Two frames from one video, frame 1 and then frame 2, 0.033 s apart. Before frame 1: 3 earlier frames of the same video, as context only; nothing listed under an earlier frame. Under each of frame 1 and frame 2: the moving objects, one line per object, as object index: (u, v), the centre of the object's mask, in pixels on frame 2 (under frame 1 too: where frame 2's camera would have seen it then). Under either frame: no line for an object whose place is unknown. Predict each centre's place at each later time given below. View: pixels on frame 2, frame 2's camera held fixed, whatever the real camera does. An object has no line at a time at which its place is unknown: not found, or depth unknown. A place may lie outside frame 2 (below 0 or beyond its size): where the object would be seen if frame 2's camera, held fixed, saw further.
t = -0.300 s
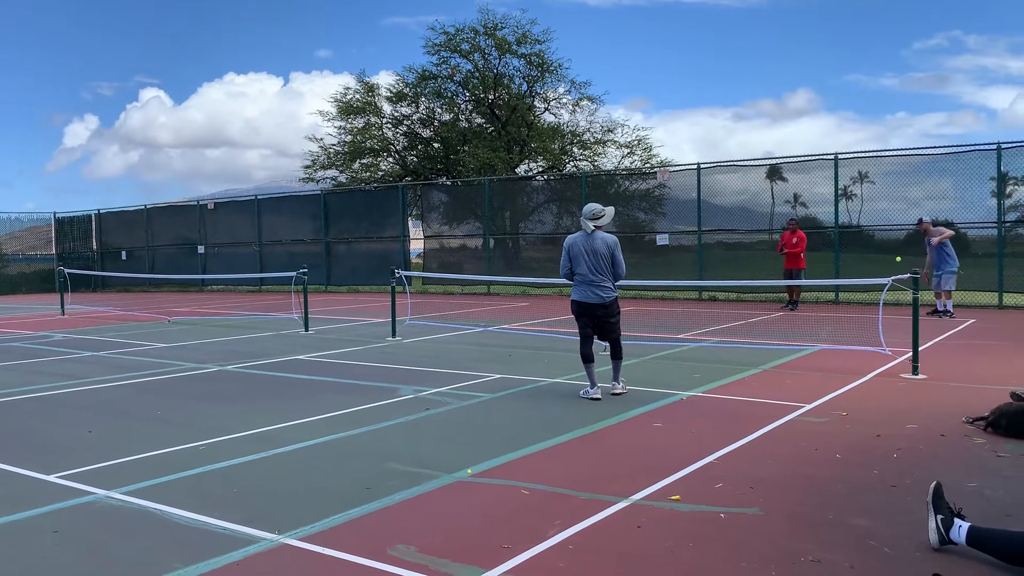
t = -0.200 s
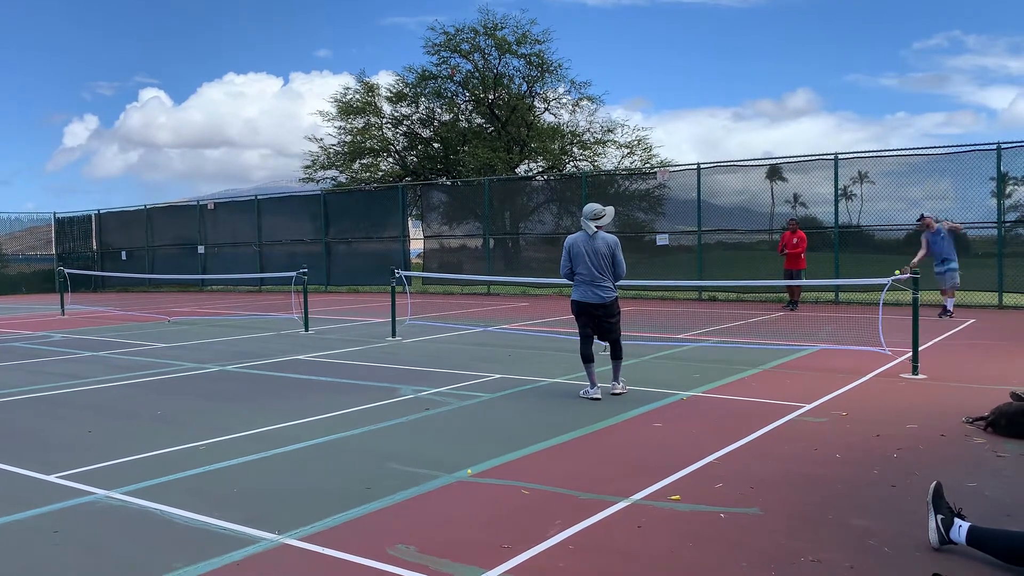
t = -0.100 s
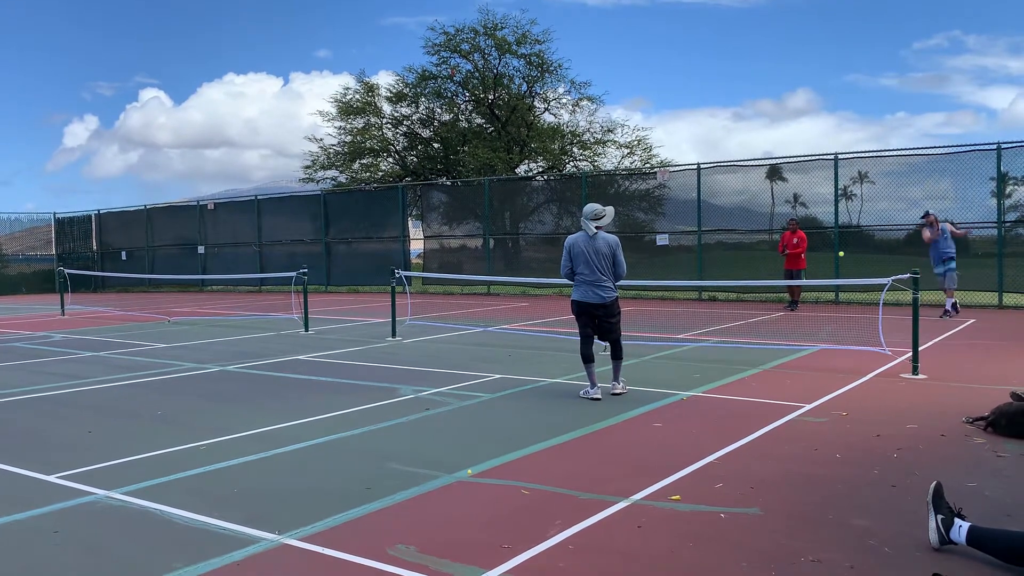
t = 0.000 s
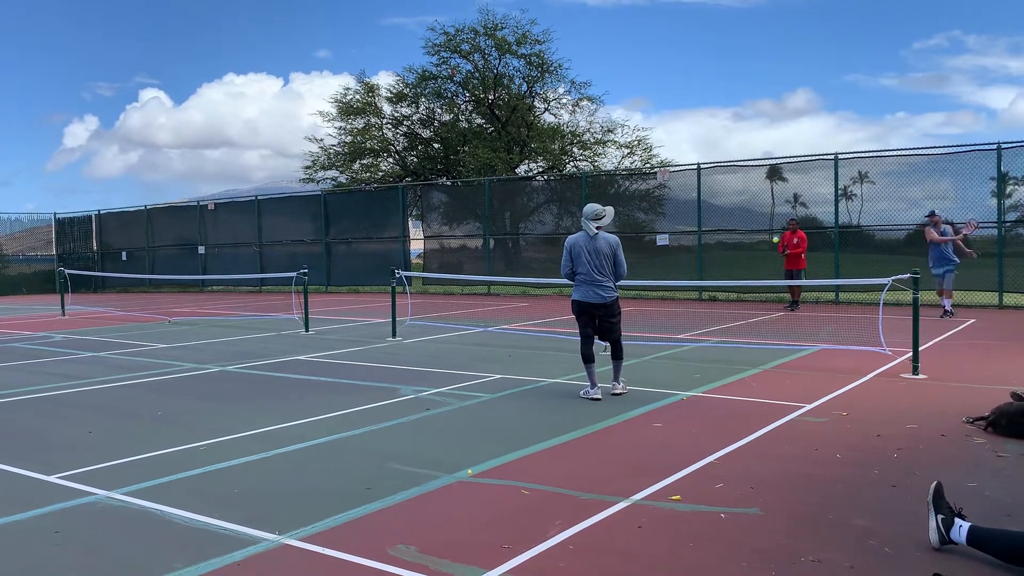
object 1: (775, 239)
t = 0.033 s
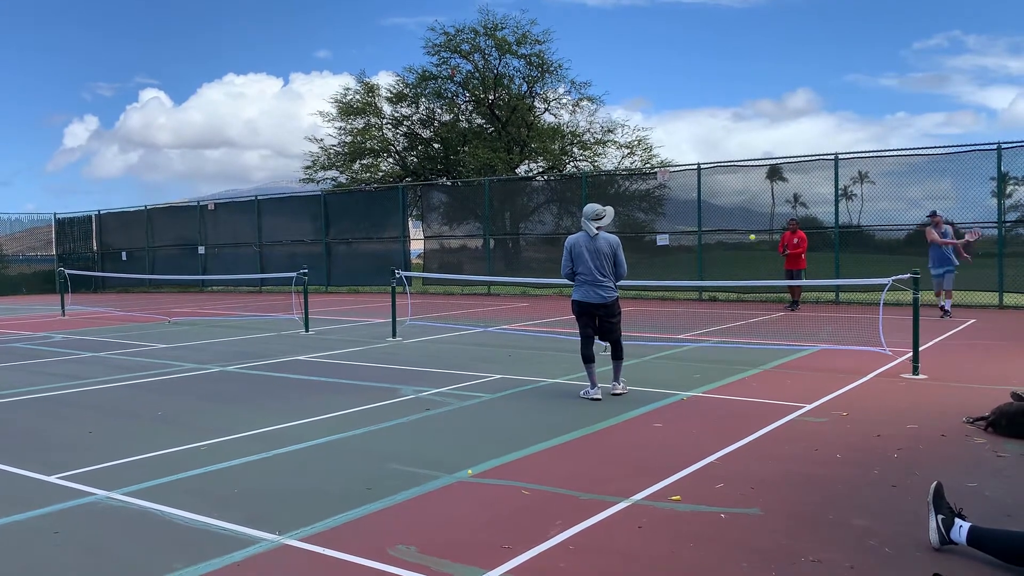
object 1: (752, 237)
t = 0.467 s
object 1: (399, 302)
